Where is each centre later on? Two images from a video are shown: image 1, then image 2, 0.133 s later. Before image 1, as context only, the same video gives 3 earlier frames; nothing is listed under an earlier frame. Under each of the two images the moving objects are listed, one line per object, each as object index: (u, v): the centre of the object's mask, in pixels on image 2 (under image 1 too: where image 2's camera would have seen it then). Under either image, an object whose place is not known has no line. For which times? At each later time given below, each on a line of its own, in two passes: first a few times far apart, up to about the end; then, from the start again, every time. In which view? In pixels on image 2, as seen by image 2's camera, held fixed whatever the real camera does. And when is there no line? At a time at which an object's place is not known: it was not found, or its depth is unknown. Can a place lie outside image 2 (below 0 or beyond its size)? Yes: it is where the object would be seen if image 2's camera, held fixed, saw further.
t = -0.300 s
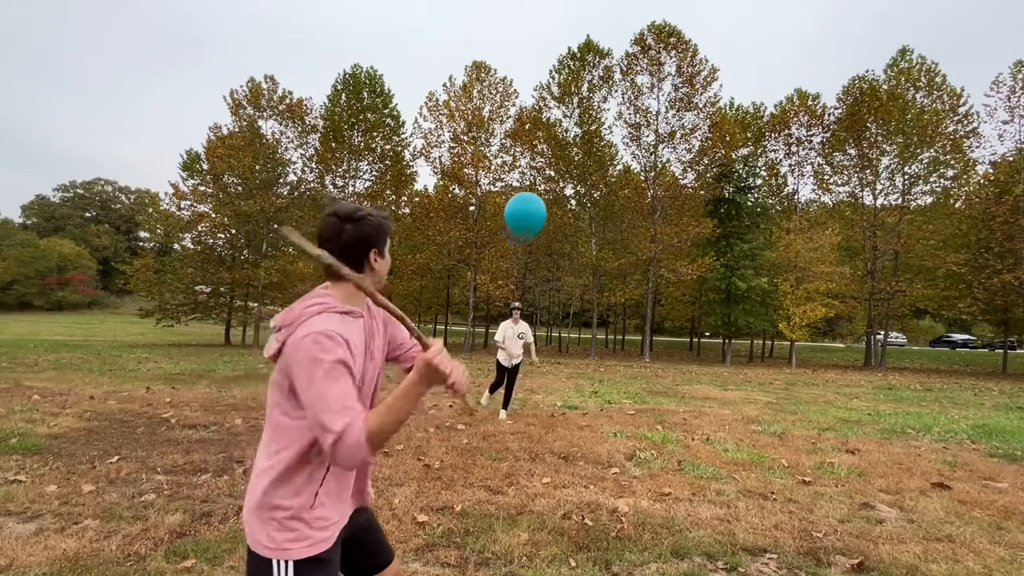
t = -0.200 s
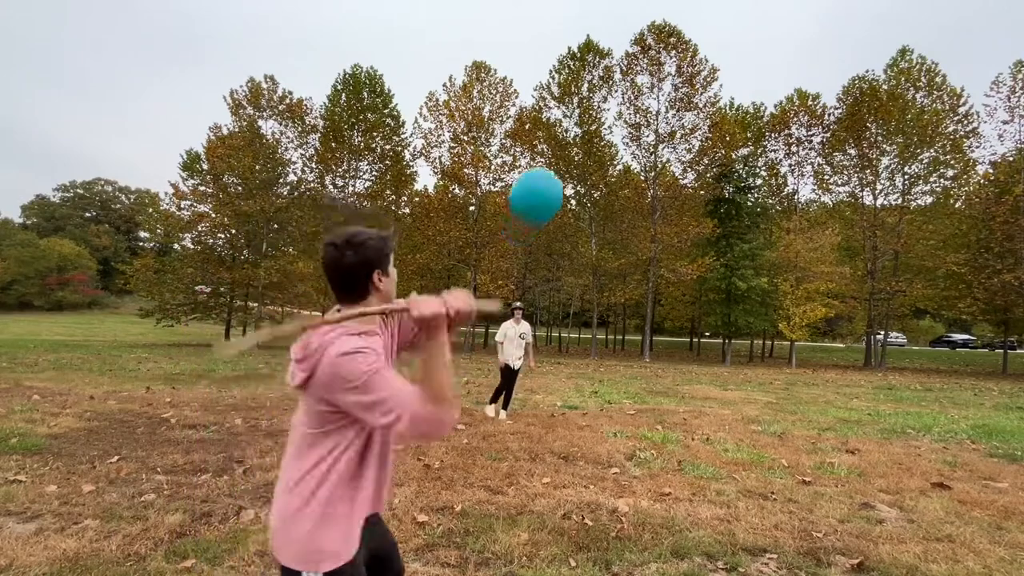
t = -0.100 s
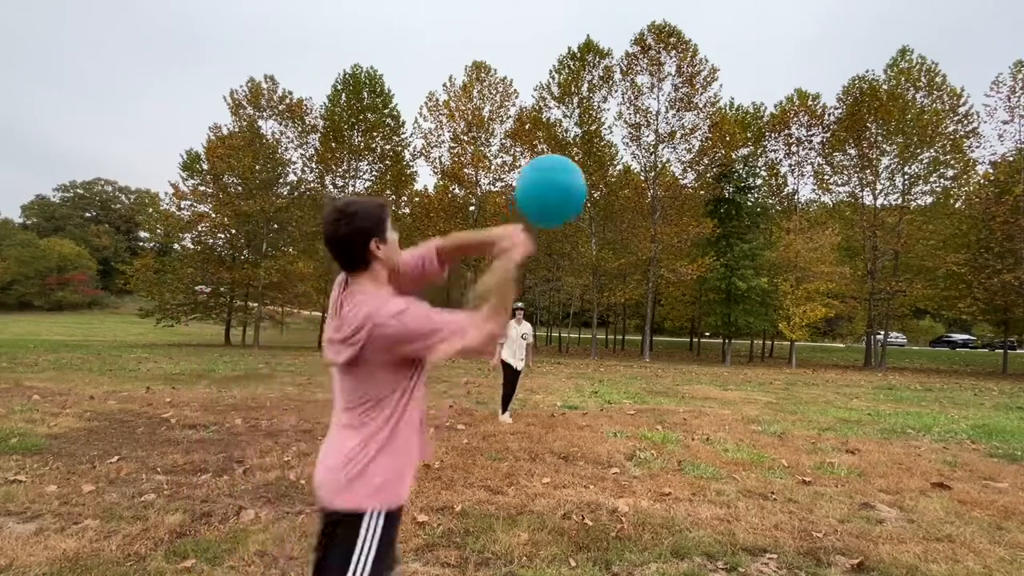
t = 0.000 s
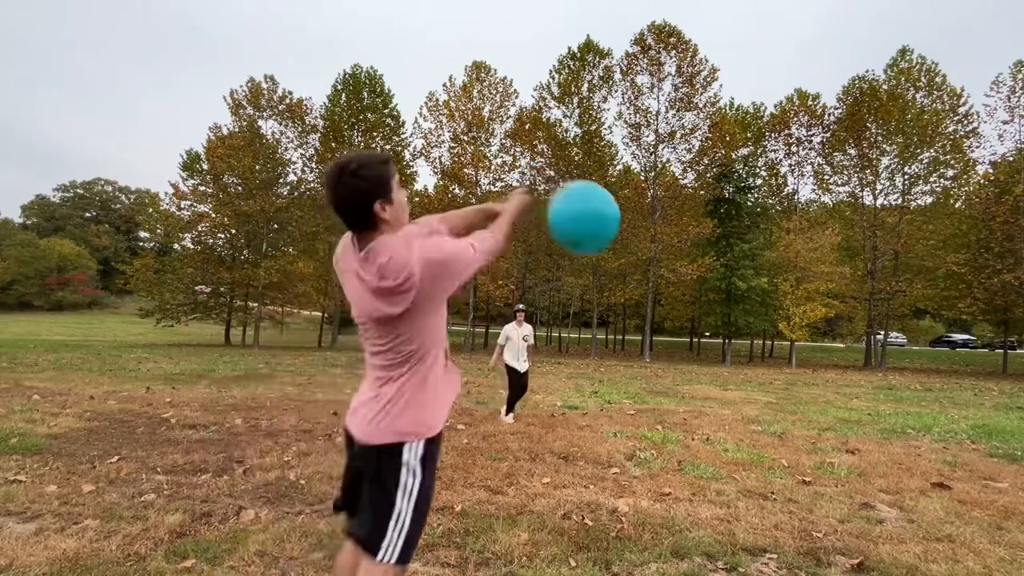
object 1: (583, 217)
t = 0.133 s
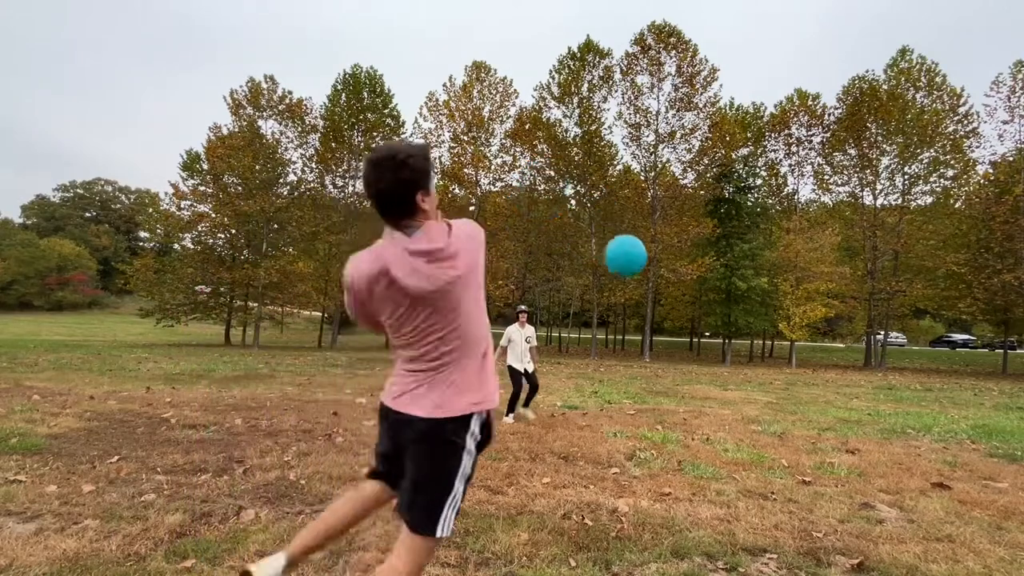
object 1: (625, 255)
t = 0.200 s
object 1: (637, 273)
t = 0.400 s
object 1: (637, 328)
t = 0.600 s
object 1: (625, 387)
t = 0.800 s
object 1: (616, 380)
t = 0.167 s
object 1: (632, 264)
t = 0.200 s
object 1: (637, 273)
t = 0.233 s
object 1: (639, 281)
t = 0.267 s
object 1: (640, 290)
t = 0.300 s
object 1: (639, 299)
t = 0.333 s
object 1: (639, 308)
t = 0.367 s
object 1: (638, 318)
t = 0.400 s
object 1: (637, 328)
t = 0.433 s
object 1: (635, 338)
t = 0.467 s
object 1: (633, 347)
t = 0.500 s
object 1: (631, 356)
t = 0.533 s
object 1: (629, 367)
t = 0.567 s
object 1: (628, 376)
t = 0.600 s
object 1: (625, 387)
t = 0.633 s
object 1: (623, 397)
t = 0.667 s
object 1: (622, 406)
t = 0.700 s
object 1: (620, 406)
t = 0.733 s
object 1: (619, 396)
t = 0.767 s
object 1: (617, 387)
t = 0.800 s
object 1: (616, 380)
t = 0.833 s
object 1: (615, 373)
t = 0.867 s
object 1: (615, 367)
